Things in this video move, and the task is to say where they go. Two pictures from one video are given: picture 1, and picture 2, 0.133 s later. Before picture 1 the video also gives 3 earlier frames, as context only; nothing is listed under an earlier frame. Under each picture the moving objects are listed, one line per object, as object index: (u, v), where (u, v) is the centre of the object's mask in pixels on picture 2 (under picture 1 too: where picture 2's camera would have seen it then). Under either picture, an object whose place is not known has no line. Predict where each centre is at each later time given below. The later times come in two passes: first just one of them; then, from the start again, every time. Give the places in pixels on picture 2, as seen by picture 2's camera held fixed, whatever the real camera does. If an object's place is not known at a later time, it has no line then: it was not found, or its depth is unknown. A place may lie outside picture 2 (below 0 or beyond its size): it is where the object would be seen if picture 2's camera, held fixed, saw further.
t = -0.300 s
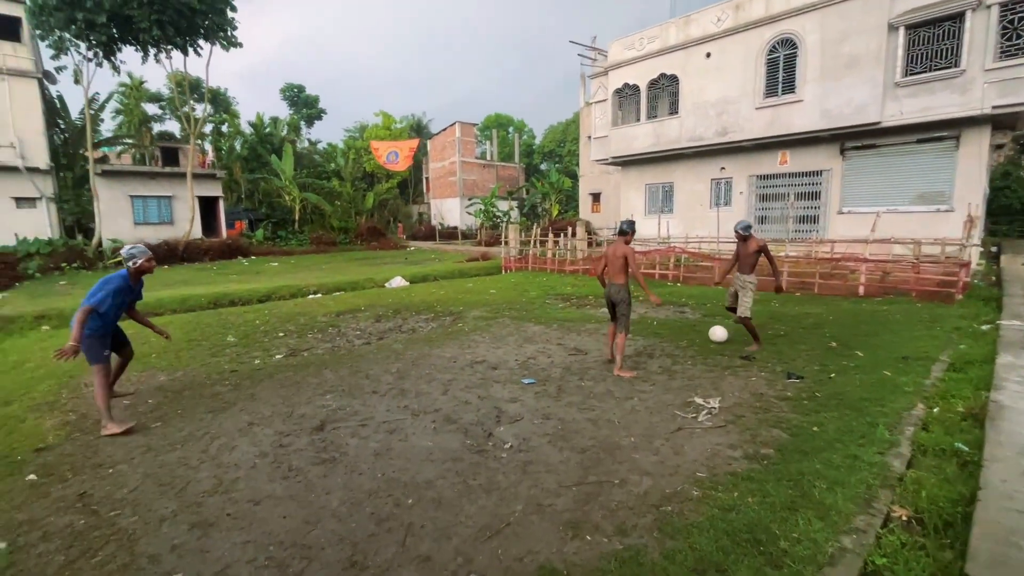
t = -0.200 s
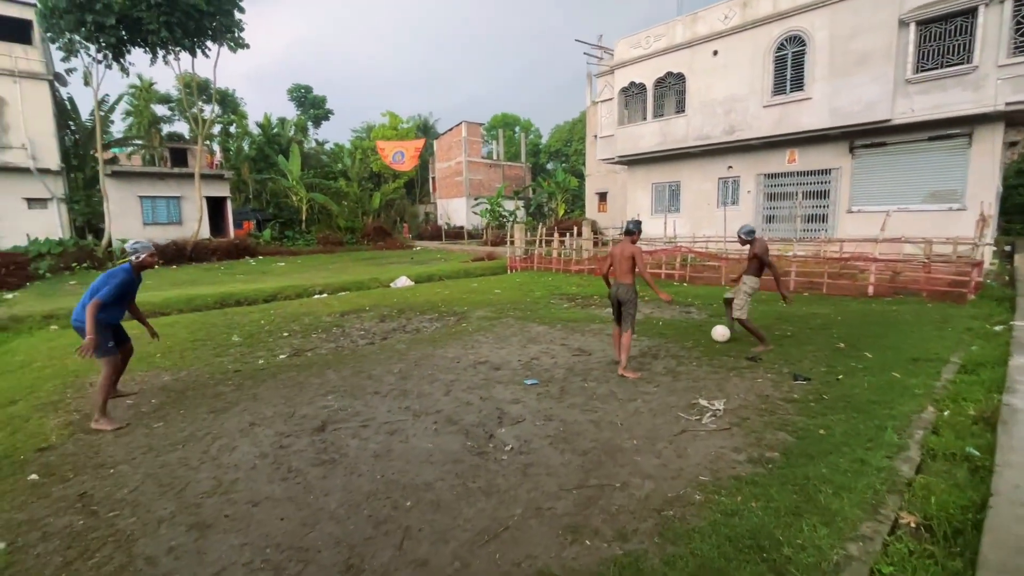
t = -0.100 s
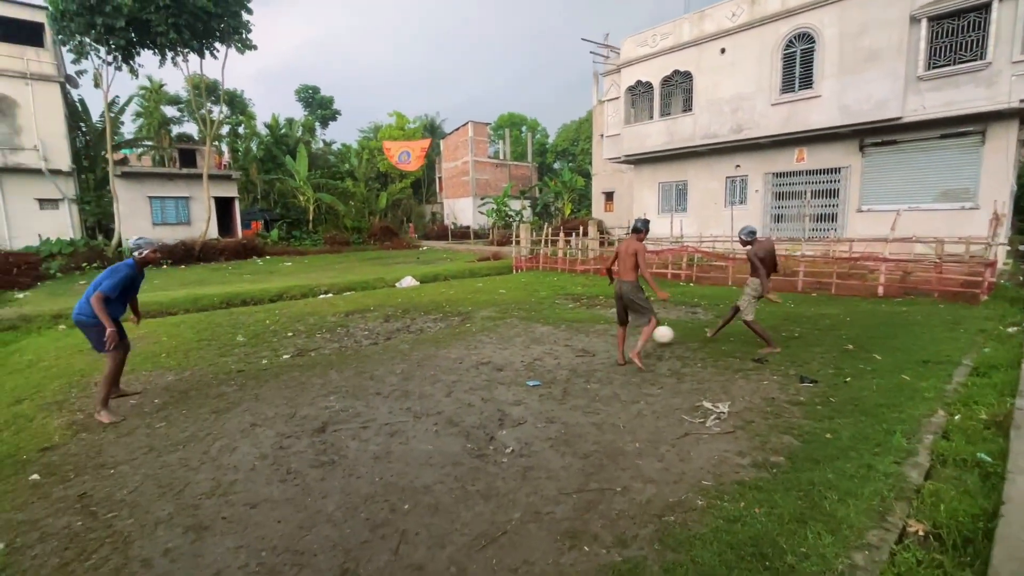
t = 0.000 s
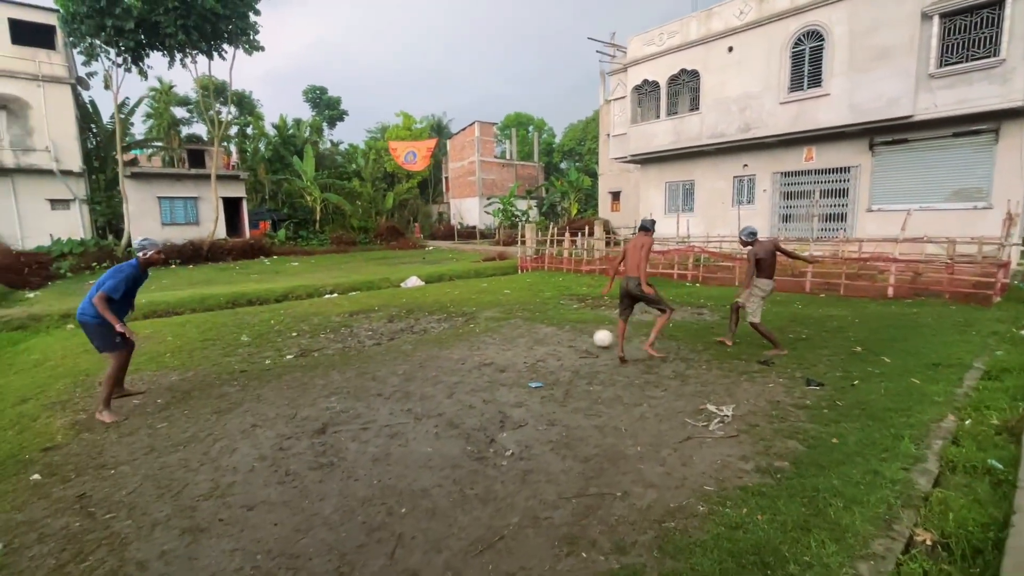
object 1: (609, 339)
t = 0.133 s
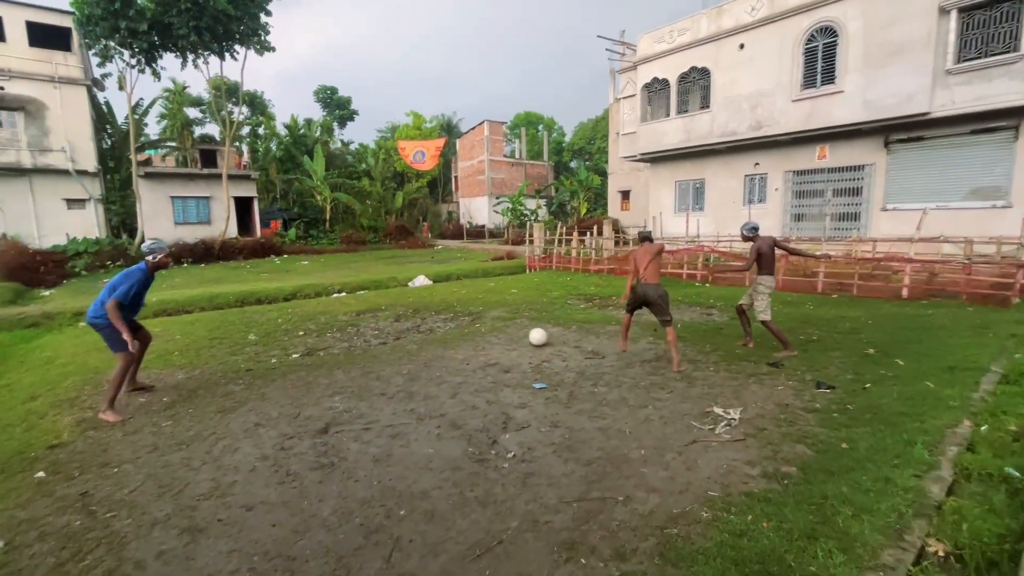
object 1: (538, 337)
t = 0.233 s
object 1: (491, 337)
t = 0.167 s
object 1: (522, 336)
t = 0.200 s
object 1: (506, 337)
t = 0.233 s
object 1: (491, 337)
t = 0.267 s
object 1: (477, 337)
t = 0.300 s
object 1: (464, 336)
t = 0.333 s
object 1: (452, 336)
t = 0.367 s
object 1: (440, 336)
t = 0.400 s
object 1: (428, 335)
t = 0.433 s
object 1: (416, 334)
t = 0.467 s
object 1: (405, 334)
